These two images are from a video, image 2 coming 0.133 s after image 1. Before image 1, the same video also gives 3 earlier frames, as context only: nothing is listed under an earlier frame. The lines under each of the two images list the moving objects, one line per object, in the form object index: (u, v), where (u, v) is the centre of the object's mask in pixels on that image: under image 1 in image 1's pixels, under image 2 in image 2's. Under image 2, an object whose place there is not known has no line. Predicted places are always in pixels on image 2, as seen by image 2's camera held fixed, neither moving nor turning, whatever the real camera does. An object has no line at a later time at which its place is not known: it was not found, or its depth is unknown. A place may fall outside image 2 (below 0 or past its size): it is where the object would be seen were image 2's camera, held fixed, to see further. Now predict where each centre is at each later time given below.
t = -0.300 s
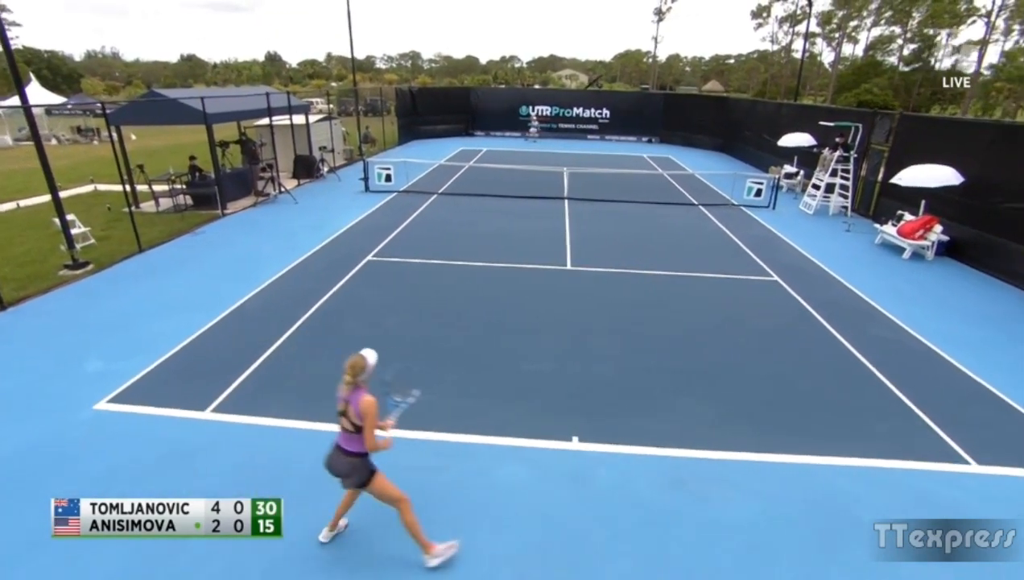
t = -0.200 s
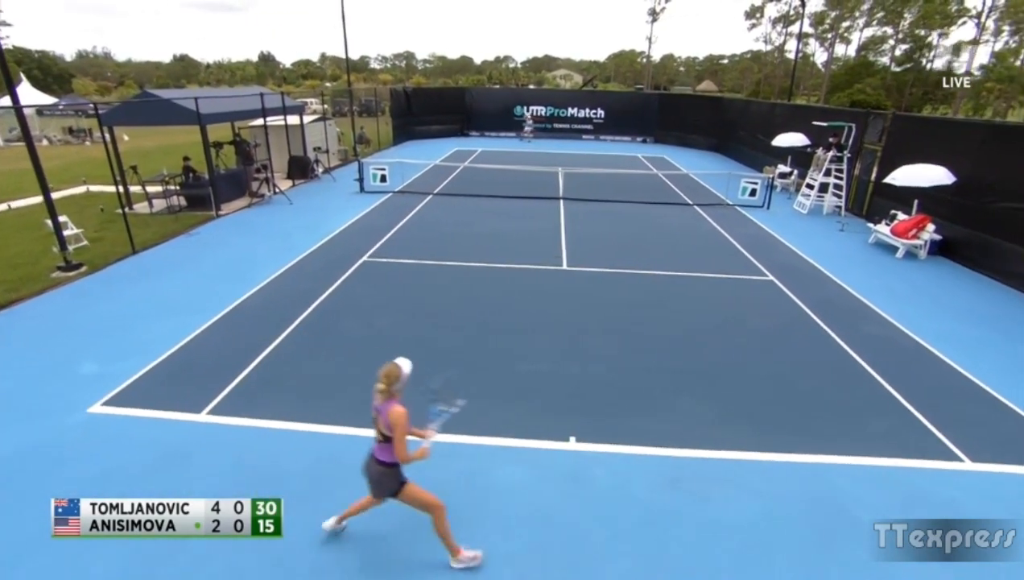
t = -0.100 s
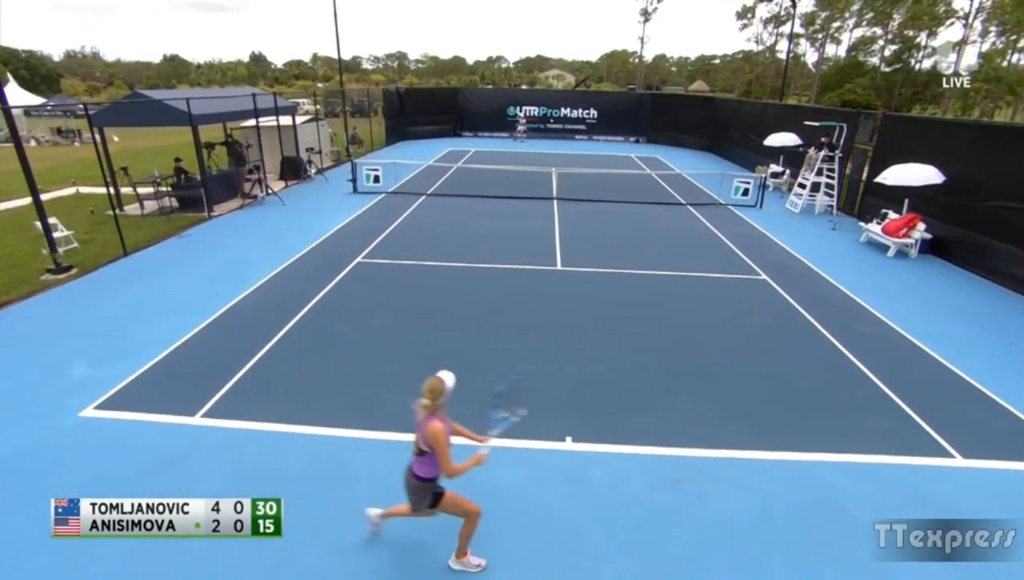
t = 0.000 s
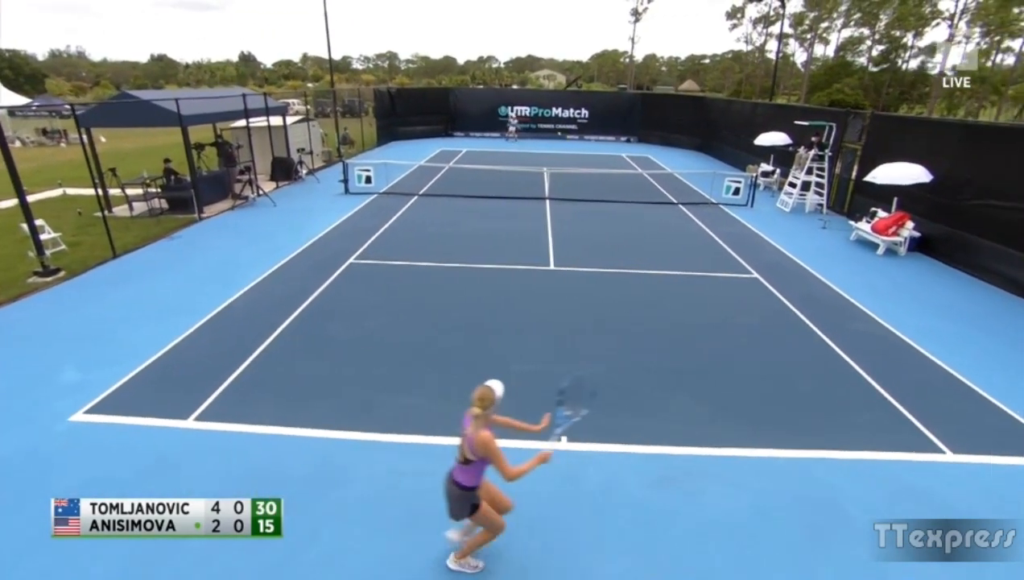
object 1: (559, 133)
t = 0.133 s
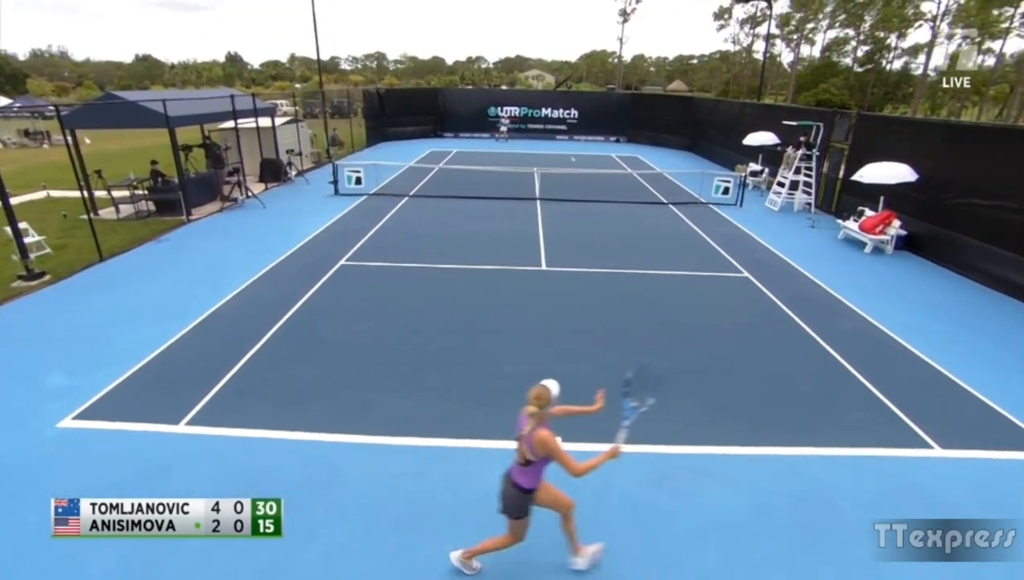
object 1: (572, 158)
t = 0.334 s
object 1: (624, 234)
